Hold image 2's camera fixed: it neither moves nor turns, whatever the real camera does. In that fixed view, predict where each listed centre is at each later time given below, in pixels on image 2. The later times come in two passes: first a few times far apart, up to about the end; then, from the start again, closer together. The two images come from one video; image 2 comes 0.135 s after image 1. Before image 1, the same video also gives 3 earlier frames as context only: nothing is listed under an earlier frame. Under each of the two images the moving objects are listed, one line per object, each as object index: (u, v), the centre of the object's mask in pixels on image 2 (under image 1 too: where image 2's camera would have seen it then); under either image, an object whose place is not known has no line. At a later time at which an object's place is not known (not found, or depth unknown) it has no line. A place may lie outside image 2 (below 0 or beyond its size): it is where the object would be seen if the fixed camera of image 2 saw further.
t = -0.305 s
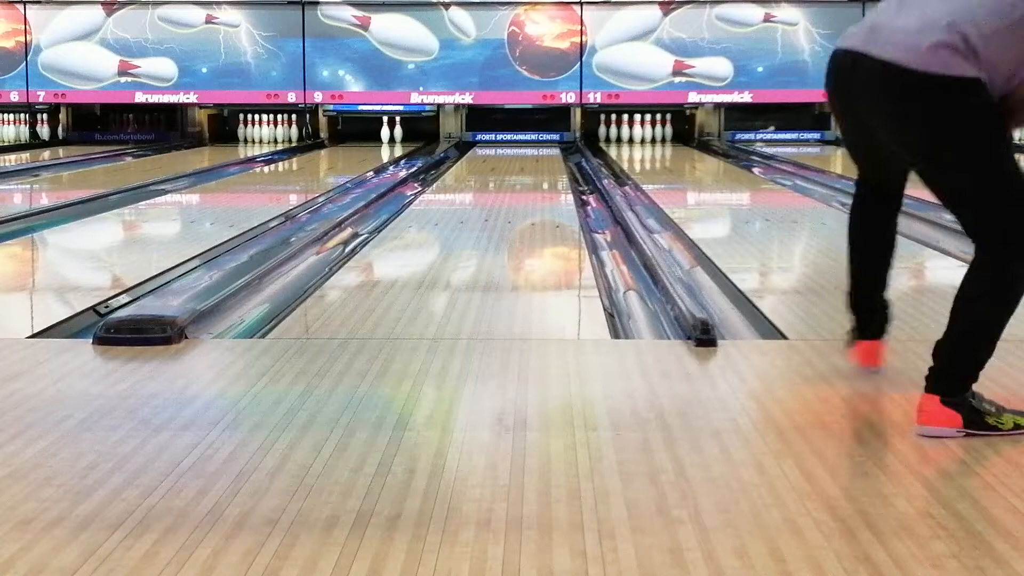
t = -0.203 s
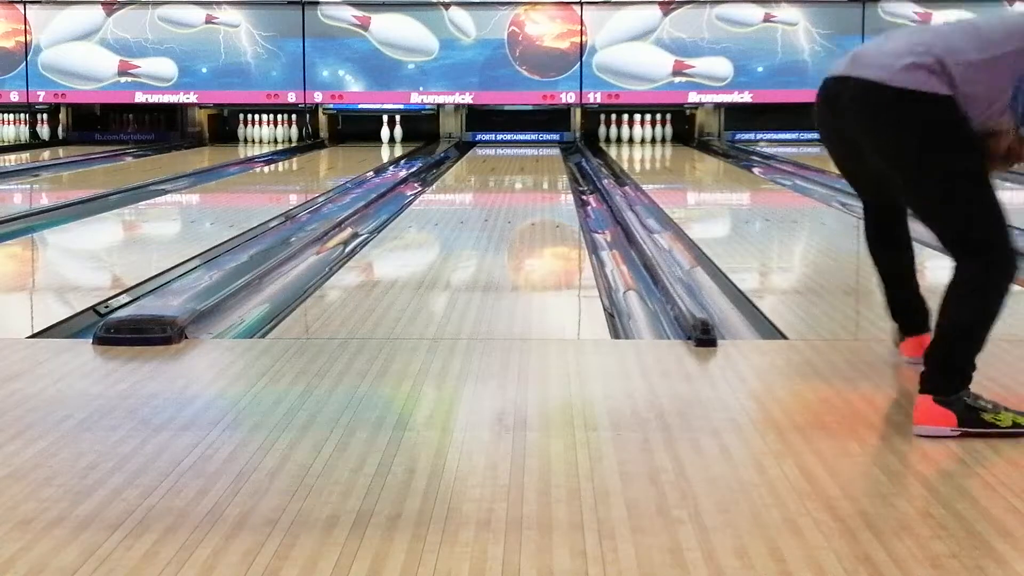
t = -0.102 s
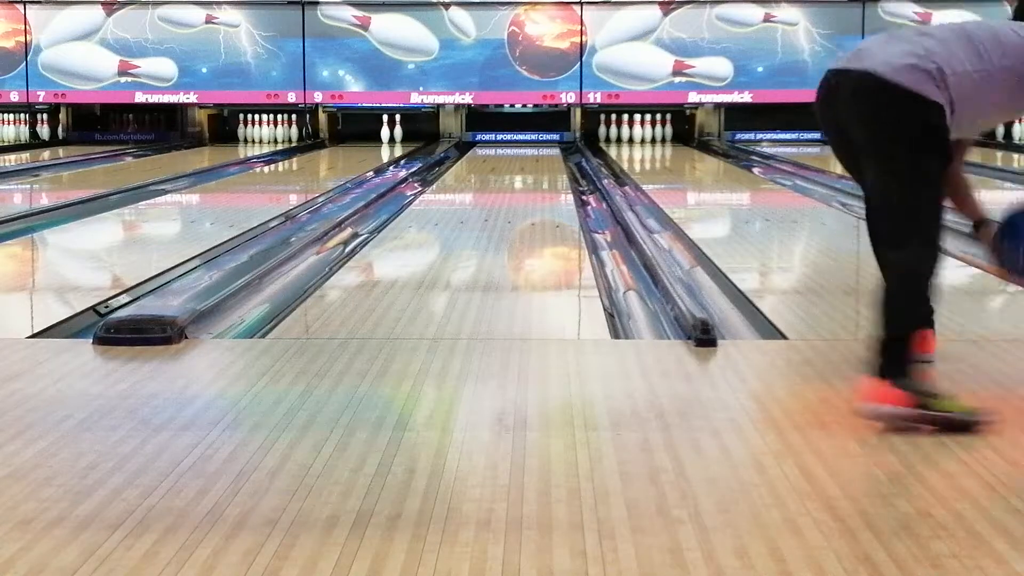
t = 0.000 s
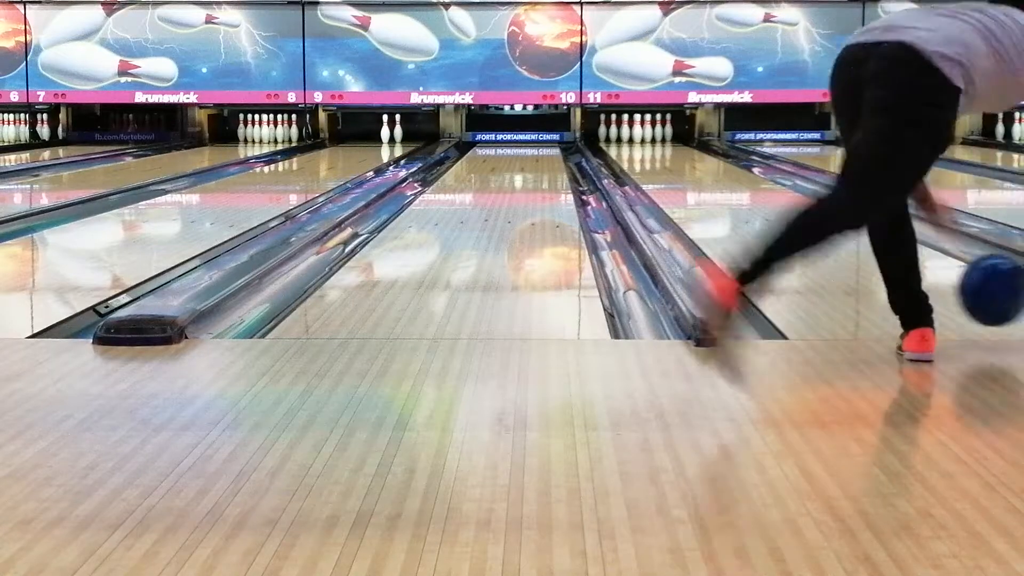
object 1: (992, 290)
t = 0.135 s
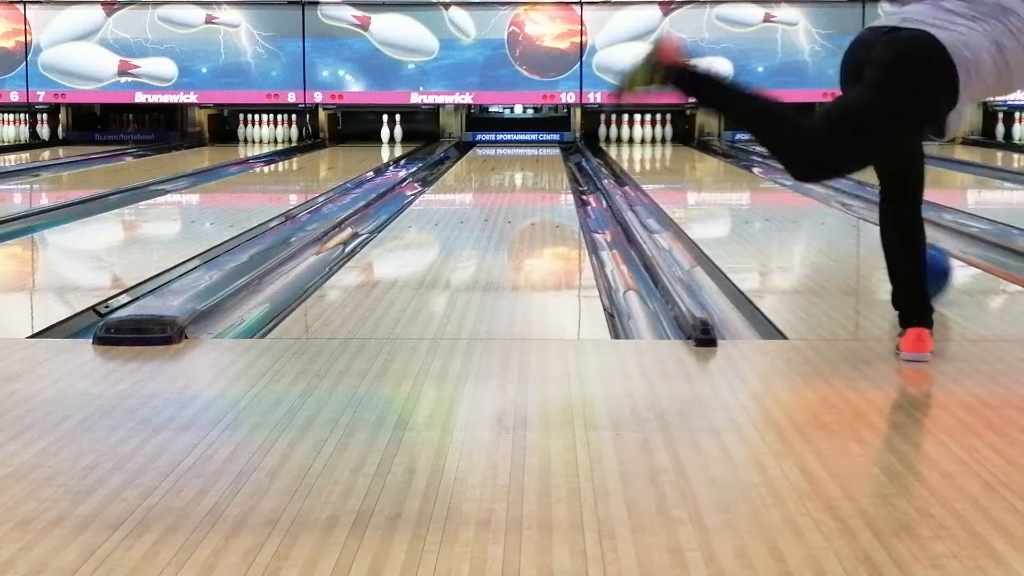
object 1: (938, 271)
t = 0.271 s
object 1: (862, 248)
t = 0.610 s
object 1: (783, 204)
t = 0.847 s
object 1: (745, 186)
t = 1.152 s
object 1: (710, 170)
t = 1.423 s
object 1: (687, 159)
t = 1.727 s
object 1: (666, 150)
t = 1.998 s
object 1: (650, 144)
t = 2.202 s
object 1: (639, 140)
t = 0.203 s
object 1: (876, 262)
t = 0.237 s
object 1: (868, 255)
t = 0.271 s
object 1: (862, 248)
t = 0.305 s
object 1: (855, 241)
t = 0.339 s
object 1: (847, 236)
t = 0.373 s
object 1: (838, 235)
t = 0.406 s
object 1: (823, 231)
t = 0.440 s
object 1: (817, 224)
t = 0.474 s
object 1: (810, 221)
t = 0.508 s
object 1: (802, 224)
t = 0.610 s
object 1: (783, 204)
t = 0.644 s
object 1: (777, 201)
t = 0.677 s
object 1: (771, 198)
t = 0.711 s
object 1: (766, 196)
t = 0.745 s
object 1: (760, 193)
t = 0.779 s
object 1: (755, 191)
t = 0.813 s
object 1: (750, 188)
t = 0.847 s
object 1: (745, 186)
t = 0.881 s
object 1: (741, 184)
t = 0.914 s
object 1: (737, 182)
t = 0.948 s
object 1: (733, 180)
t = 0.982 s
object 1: (728, 178)
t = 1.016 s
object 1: (725, 177)
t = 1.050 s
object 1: (720, 175)
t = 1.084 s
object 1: (717, 173)
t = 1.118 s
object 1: (714, 172)
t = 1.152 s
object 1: (710, 170)
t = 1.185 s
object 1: (707, 168)
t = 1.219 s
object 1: (704, 167)
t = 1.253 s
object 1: (701, 165)
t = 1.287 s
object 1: (698, 164)
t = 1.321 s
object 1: (695, 163)
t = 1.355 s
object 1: (692, 161)
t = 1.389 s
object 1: (690, 160)
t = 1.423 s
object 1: (687, 159)
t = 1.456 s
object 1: (684, 158)
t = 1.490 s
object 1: (682, 157)
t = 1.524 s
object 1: (679, 156)
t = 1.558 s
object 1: (677, 155)
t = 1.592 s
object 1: (675, 154)
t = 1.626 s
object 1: (673, 153)
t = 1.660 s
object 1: (671, 151)
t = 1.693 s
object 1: (668, 151)
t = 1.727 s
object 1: (666, 150)
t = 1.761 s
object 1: (664, 149)
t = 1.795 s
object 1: (662, 148)
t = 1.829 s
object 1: (660, 147)
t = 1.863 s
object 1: (658, 146)
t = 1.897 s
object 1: (656, 146)
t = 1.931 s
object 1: (654, 145)
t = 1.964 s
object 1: (652, 145)
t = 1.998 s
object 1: (650, 144)
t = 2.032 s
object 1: (649, 143)
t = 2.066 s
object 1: (647, 143)
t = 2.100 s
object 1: (645, 142)
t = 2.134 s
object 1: (644, 141)
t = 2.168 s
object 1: (641, 141)
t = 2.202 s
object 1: (639, 140)
